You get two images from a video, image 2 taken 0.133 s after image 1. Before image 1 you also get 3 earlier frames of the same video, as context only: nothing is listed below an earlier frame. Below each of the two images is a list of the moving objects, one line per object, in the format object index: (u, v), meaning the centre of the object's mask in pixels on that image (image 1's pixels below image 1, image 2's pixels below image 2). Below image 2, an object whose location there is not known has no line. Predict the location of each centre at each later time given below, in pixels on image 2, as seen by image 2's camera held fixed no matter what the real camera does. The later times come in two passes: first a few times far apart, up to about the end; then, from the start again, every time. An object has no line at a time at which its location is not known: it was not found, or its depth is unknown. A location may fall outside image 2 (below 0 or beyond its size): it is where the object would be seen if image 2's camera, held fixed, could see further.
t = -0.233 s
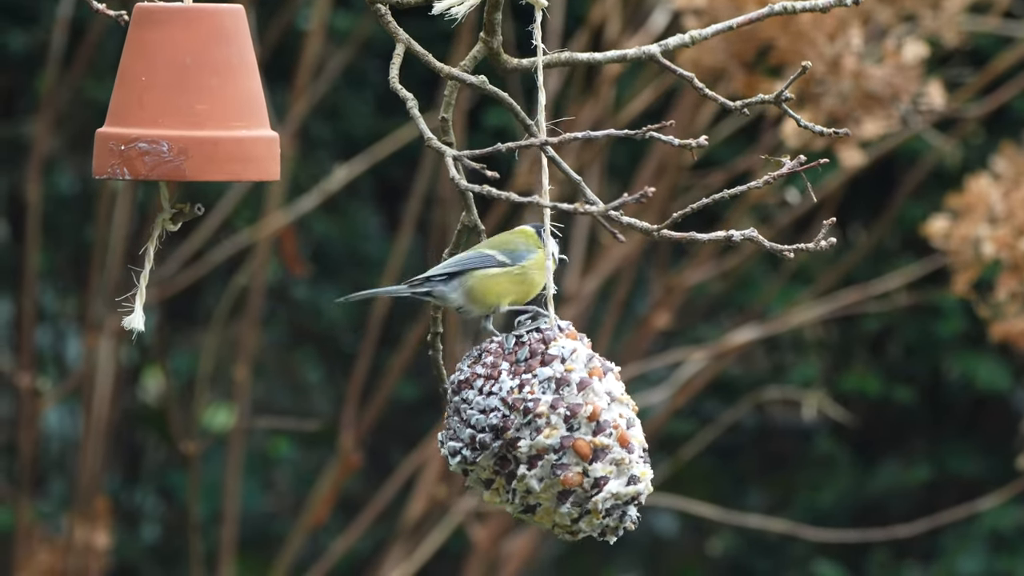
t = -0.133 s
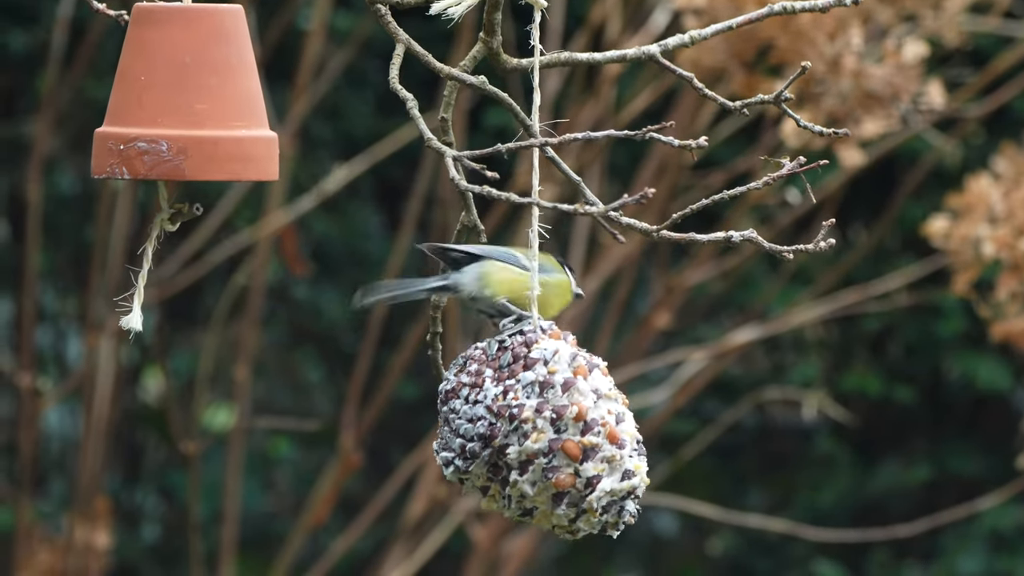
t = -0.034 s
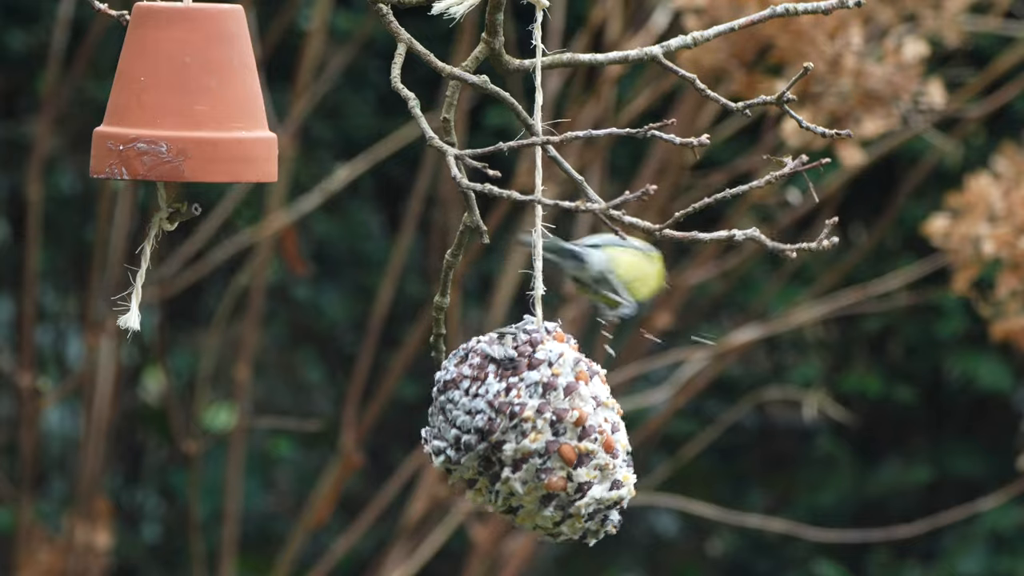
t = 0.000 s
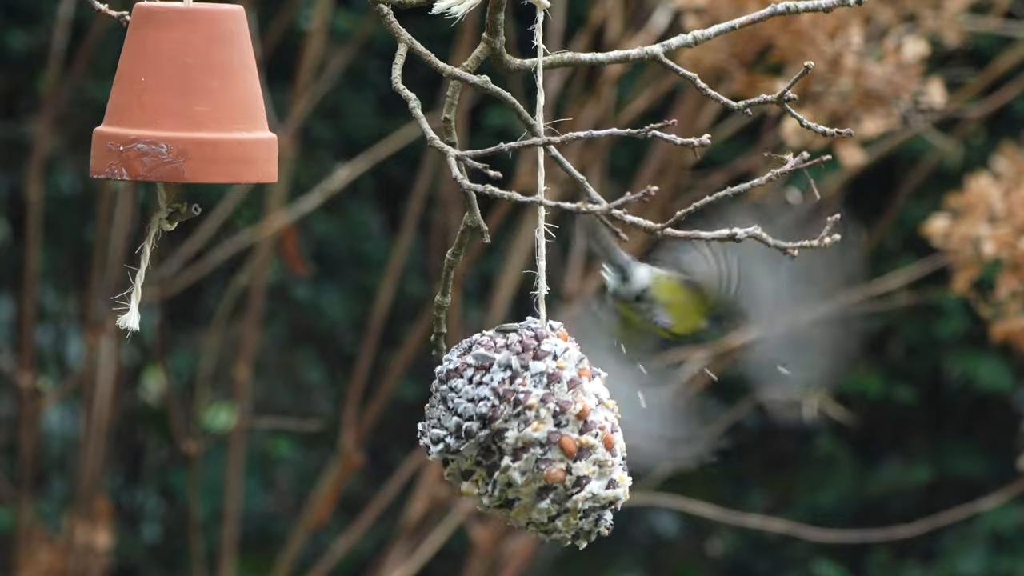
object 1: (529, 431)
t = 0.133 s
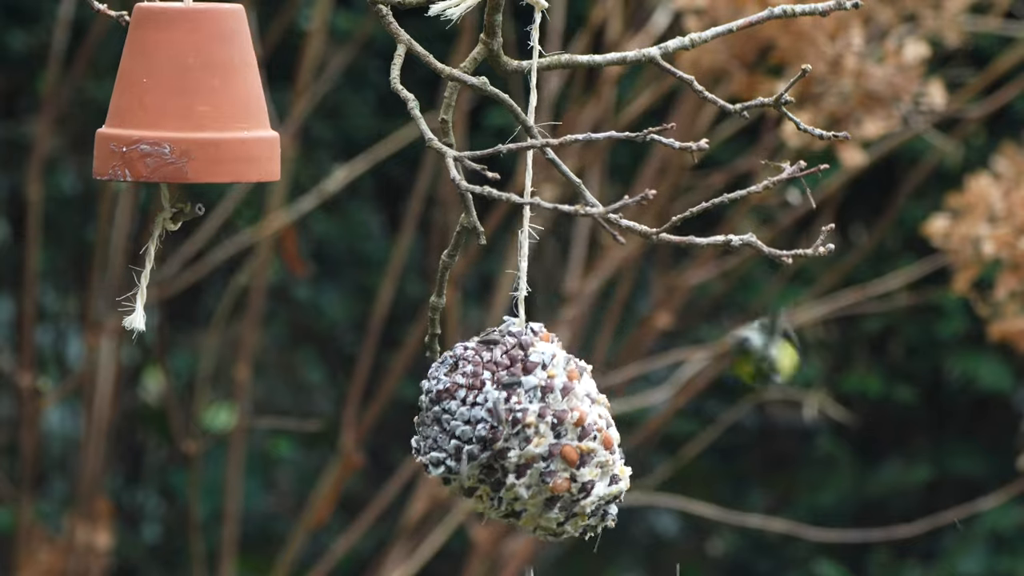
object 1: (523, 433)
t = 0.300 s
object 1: (532, 433)
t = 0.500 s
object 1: (555, 429)
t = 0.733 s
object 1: (555, 430)
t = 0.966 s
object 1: (531, 431)
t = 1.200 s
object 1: (526, 431)
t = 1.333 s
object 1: (538, 431)
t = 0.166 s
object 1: (521, 433)
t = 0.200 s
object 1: (523, 432)
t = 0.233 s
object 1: (525, 432)
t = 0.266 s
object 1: (529, 432)
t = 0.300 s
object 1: (532, 433)
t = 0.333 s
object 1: (534, 433)
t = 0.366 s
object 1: (538, 432)
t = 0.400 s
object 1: (544, 432)
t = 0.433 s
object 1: (547, 431)
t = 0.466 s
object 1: (552, 429)
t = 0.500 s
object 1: (555, 429)
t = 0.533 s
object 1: (556, 429)
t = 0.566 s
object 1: (557, 429)
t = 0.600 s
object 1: (558, 429)
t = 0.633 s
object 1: (558, 429)
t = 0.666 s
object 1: (558, 430)
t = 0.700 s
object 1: (556, 430)
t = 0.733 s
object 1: (555, 430)
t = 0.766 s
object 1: (550, 431)
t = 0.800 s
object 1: (546, 430)
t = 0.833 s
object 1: (545, 430)
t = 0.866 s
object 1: (540, 431)
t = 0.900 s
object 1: (537, 432)
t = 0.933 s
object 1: (535, 431)
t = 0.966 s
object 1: (531, 431)
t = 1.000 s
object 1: (527, 430)
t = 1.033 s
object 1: (525, 431)
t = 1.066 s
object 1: (523, 431)
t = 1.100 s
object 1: (524, 431)
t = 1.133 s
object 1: (524, 430)
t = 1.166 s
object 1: (524, 430)
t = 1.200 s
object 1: (526, 431)
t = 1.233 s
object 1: (527, 431)
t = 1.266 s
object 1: (531, 431)
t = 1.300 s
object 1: (536, 431)
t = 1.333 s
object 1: (538, 431)
